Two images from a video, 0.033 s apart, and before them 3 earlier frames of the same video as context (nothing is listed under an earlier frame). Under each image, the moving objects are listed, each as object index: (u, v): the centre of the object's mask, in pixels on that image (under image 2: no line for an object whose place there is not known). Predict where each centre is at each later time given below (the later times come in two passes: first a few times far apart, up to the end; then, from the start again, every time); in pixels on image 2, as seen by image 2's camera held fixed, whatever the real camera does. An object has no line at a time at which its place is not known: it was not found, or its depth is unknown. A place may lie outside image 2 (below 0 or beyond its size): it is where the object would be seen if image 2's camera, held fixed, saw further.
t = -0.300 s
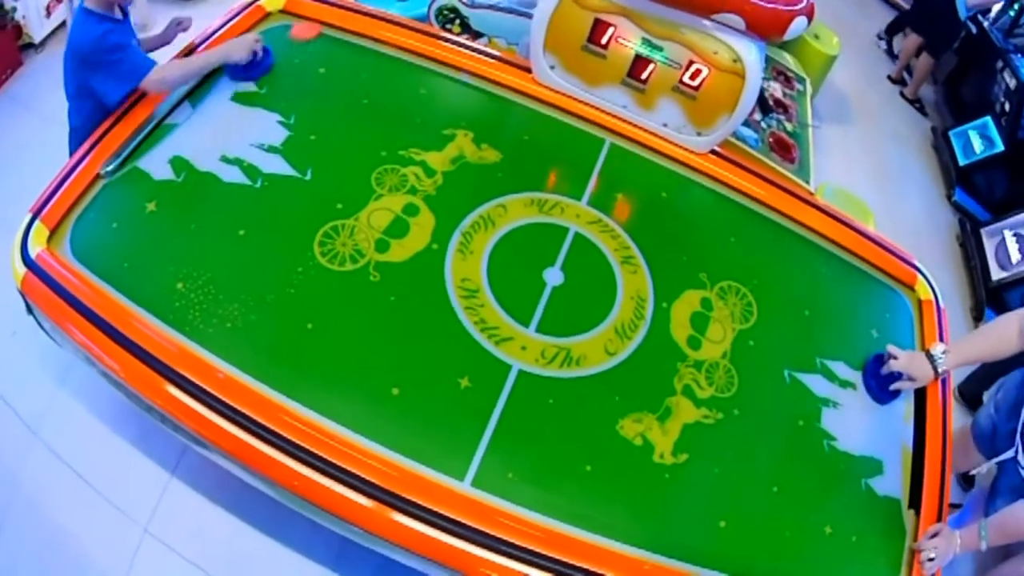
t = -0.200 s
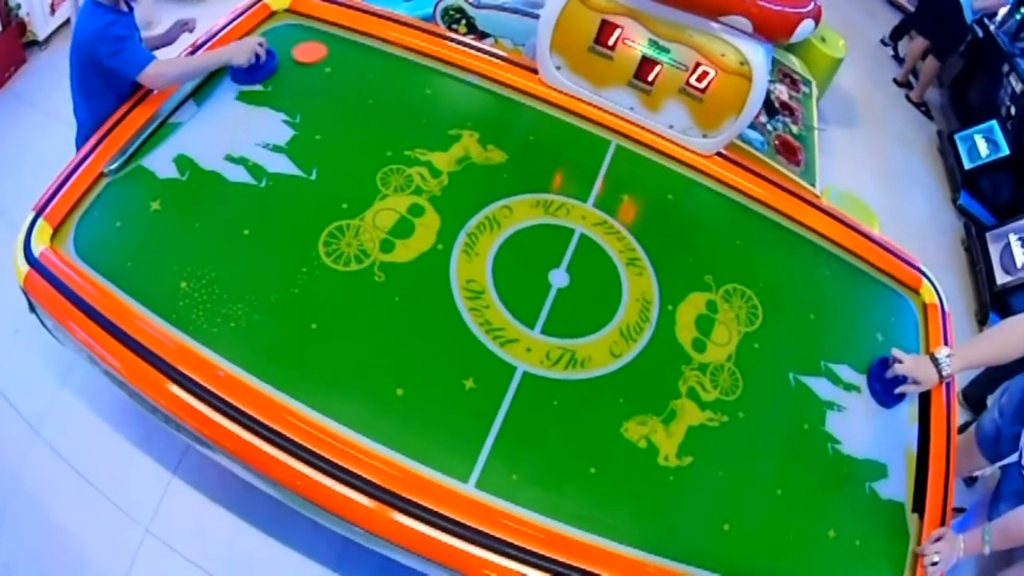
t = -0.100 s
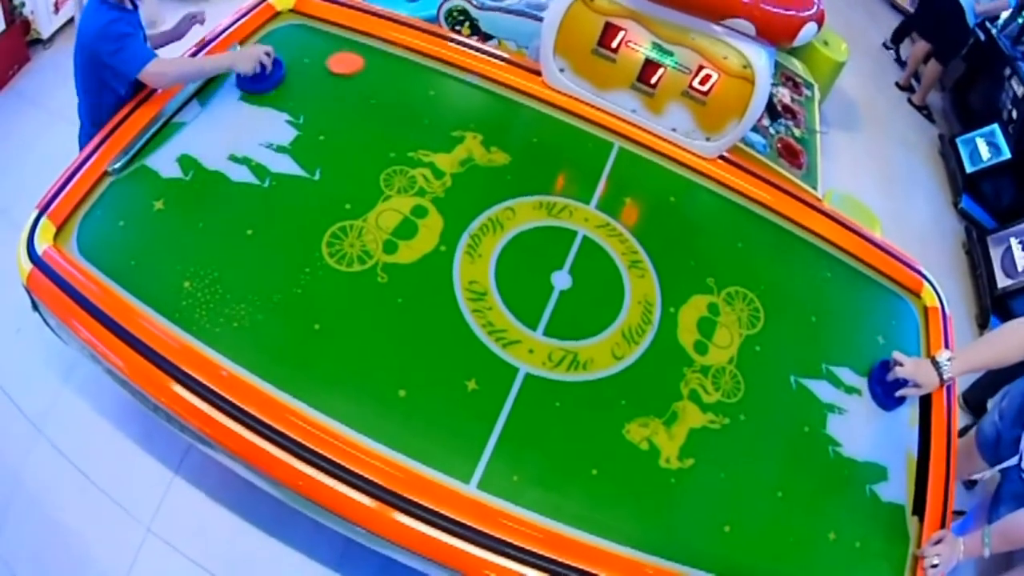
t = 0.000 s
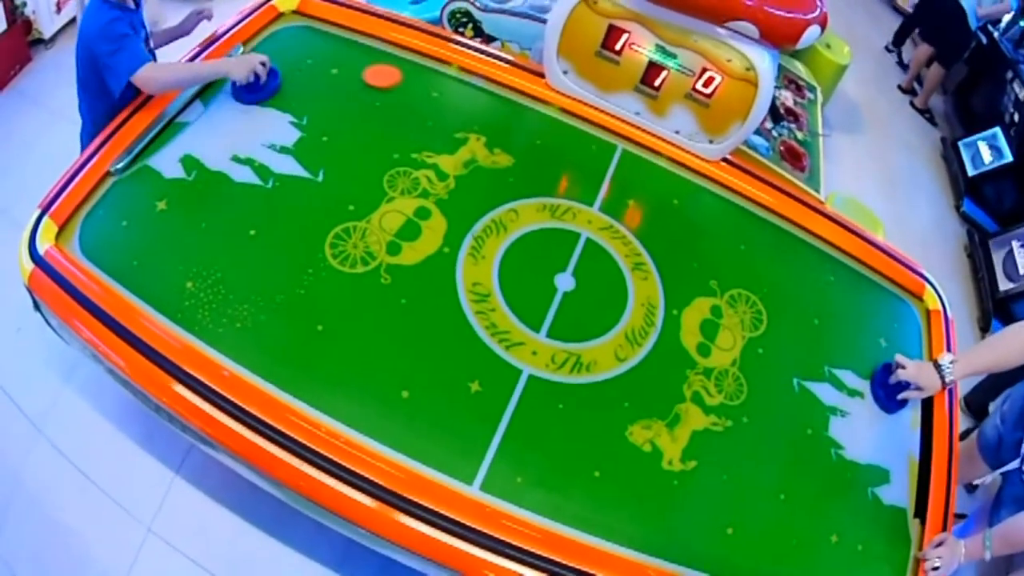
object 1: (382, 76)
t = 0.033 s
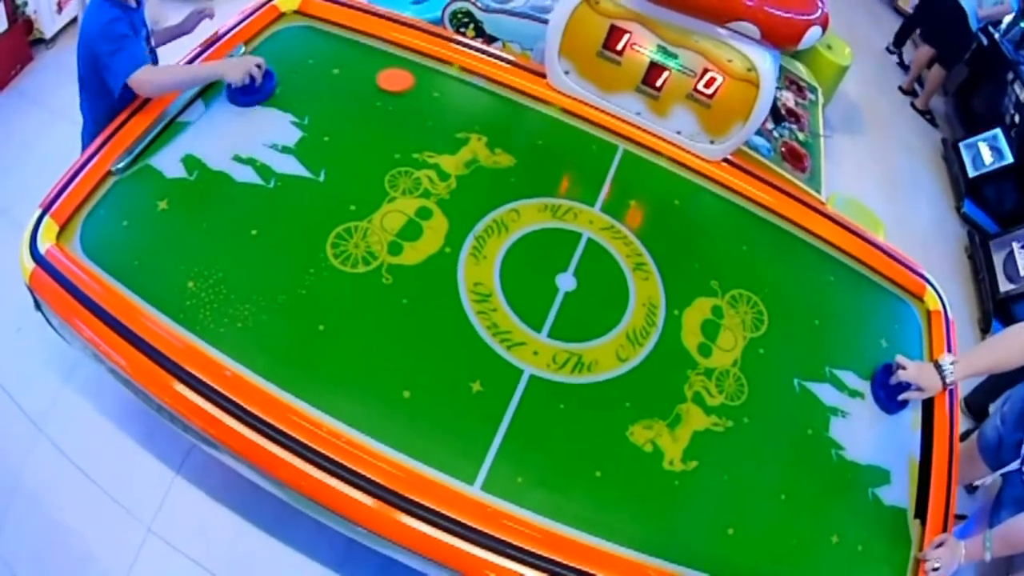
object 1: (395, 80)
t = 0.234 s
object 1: (466, 107)
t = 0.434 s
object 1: (540, 138)
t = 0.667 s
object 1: (627, 181)
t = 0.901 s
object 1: (708, 224)
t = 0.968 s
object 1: (729, 236)
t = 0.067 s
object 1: (406, 84)
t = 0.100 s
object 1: (418, 88)
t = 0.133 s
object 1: (430, 93)
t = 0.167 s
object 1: (442, 97)
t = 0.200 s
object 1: (454, 102)
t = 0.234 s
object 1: (466, 107)
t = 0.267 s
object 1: (479, 112)
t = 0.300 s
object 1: (491, 117)
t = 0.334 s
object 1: (503, 122)
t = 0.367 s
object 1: (516, 128)
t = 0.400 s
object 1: (528, 133)
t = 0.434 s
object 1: (540, 138)
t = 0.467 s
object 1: (553, 144)
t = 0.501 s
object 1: (565, 150)
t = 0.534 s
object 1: (578, 156)
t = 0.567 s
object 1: (589, 162)
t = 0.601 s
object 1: (603, 168)
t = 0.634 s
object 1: (615, 175)
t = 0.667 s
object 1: (627, 181)
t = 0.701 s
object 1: (639, 187)
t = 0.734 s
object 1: (651, 193)
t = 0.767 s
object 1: (663, 199)
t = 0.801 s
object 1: (674, 205)
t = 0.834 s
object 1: (686, 211)
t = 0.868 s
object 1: (697, 217)
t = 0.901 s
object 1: (708, 224)
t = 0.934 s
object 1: (719, 230)
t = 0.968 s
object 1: (729, 236)
